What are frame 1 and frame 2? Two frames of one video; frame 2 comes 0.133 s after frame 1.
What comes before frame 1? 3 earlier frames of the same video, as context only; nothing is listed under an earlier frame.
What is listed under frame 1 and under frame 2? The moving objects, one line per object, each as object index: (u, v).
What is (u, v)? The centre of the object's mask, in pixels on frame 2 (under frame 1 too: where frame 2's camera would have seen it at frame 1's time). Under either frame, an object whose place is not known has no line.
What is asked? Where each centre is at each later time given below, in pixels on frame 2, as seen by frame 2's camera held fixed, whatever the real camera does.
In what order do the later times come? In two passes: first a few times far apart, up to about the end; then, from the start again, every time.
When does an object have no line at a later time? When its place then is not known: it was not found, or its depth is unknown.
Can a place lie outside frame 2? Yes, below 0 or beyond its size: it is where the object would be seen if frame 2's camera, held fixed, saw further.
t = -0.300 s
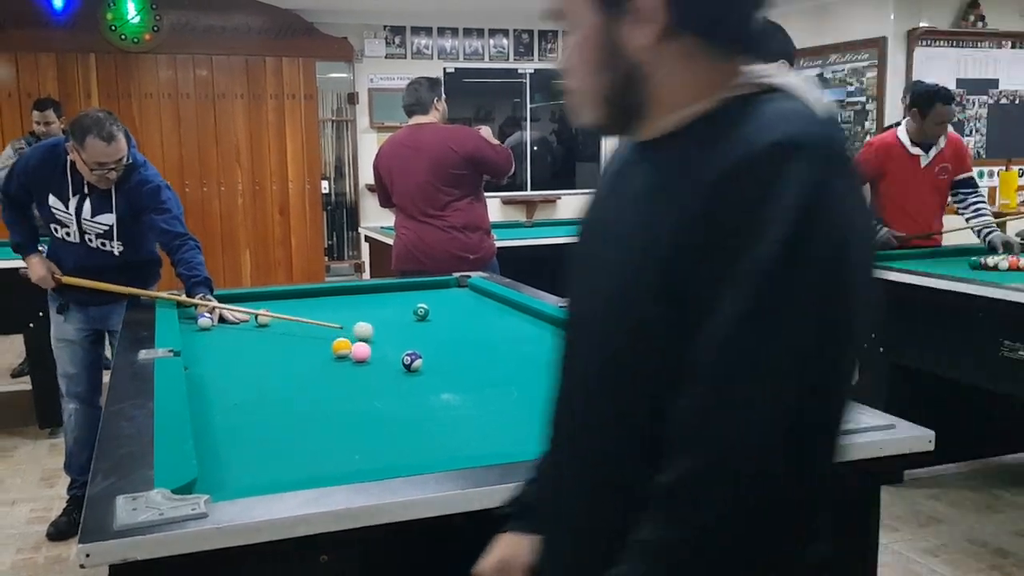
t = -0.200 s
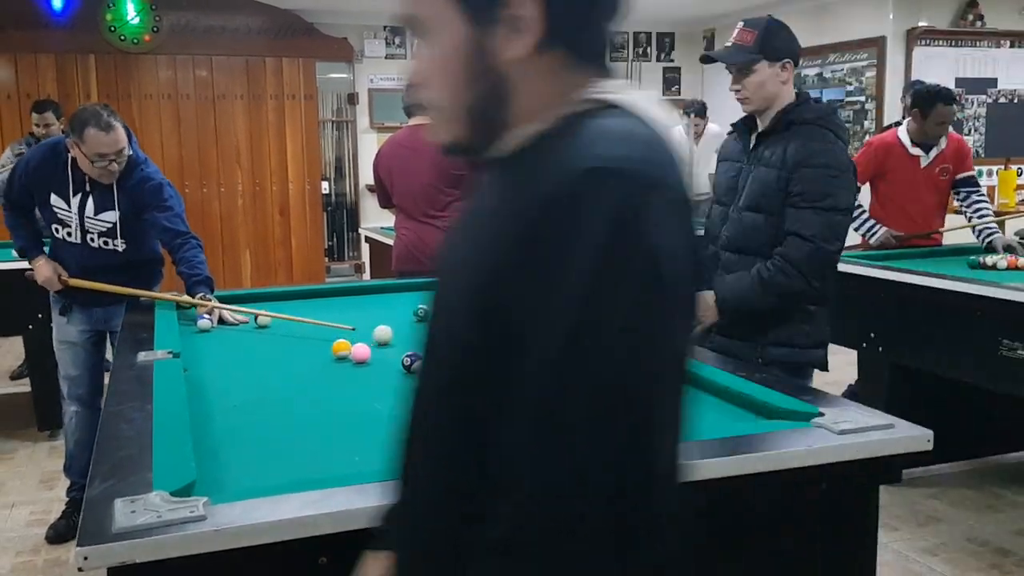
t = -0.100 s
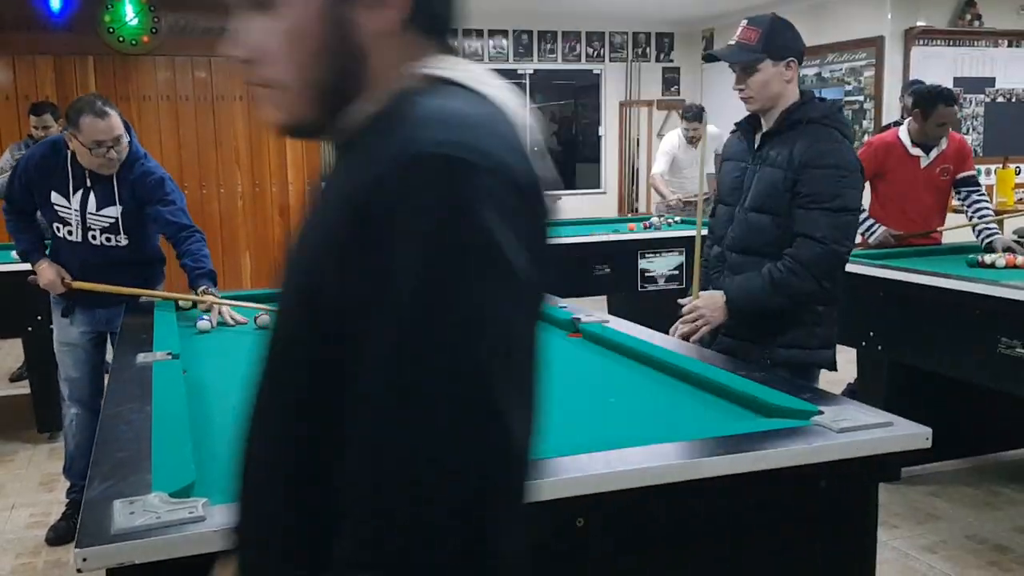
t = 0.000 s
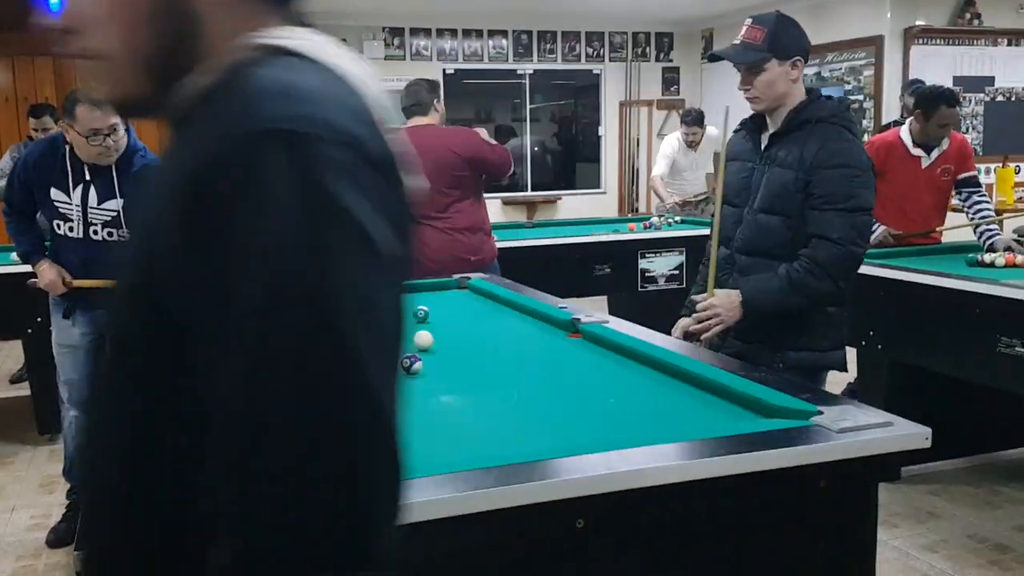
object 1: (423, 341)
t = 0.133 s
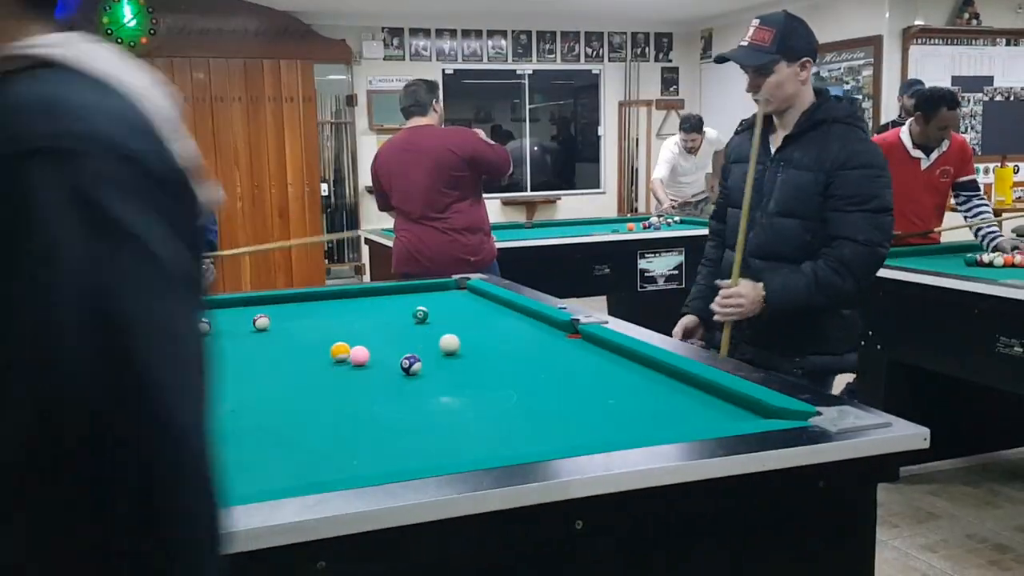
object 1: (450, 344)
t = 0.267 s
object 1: (477, 347)
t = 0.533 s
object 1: (533, 352)
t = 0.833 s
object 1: (597, 359)
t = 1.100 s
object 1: (652, 366)
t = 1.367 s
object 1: (646, 376)
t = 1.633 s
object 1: (640, 386)
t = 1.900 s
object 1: (635, 395)
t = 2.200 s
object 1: (629, 404)
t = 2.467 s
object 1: (624, 412)
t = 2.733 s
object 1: (621, 420)
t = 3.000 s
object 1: (617, 423)
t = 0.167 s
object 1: (456, 344)
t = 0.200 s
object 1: (463, 345)
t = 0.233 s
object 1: (470, 346)
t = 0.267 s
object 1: (477, 347)
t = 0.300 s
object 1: (484, 347)
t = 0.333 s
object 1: (491, 348)
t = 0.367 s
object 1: (498, 349)
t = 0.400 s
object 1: (505, 350)
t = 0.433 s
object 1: (512, 350)
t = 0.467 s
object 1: (519, 351)
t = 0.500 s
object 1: (526, 352)
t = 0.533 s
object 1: (533, 352)
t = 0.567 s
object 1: (540, 353)
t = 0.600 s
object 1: (547, 354)
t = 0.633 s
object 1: (554, 355)
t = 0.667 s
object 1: (562, 356)
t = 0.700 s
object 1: (568, 356)
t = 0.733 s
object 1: (576, 357)
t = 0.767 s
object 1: (583, 358)
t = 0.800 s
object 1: (590, 358)
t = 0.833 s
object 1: (597, 359)
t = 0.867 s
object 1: (604, 360)
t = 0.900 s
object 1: (612, 361)
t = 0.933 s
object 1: (620, 362)
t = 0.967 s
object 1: (627, 363)
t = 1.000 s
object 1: (634, 363)
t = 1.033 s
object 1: (641, 364)
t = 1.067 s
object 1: (649, 365)
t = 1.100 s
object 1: (652, 366)
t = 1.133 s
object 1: (652, 368)
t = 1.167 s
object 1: (651, 369)
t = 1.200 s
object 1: (650, 370)
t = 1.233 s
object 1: (649, 371)
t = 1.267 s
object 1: (649, 373)
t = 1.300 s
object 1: (648, 374)
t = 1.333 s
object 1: (647, 375)
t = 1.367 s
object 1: (646, 376)
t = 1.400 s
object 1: (645, 377)
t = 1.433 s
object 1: (644, 378)
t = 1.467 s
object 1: (644, 380)
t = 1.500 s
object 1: (643, 381)
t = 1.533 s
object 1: (642, 382)
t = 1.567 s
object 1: (642, 383)
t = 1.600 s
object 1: (641, 384)
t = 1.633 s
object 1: (640, 386)
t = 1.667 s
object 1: (640, 387)
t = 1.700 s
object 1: (639, 388)
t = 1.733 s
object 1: (638, 389)
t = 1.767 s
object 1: (637, 390)
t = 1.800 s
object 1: (637, 391)
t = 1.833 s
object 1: (636, 392)
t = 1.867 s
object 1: (636, 393)
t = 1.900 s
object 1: (635, 395)
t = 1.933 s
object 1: (635, 396)
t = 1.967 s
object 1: (634, 397)
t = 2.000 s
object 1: (633, 398)
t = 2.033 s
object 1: (633, 399)
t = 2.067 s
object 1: (632, 400)
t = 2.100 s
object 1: (631, 401)
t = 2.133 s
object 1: (630, 401)
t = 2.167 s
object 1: (629, 403)
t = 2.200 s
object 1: (629, 404)
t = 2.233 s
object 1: (628, 405)
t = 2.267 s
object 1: (627, 406)
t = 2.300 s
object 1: (627, 407)
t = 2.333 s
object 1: (627, 408)
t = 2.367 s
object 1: (626, 410)
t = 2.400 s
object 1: (626, 411)
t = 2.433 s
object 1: (625, 412)
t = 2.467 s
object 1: (624, 412)
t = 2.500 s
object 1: (624, 411)
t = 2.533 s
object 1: (623, 413)
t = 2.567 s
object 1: (623, 414)
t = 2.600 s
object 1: (622, 416)
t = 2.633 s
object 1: (622, 417)
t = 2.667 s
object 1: (622, 418)
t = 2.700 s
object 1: (621, 419)
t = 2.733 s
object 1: (621, 420)
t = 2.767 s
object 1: (620, 420)
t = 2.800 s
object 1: (620, 421)
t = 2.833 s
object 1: (619, 422)
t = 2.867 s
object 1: (619, 422)
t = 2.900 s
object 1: (618, 422)
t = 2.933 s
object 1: (618, 422)
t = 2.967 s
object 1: (618, 423)
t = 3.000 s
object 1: (617, 423)
